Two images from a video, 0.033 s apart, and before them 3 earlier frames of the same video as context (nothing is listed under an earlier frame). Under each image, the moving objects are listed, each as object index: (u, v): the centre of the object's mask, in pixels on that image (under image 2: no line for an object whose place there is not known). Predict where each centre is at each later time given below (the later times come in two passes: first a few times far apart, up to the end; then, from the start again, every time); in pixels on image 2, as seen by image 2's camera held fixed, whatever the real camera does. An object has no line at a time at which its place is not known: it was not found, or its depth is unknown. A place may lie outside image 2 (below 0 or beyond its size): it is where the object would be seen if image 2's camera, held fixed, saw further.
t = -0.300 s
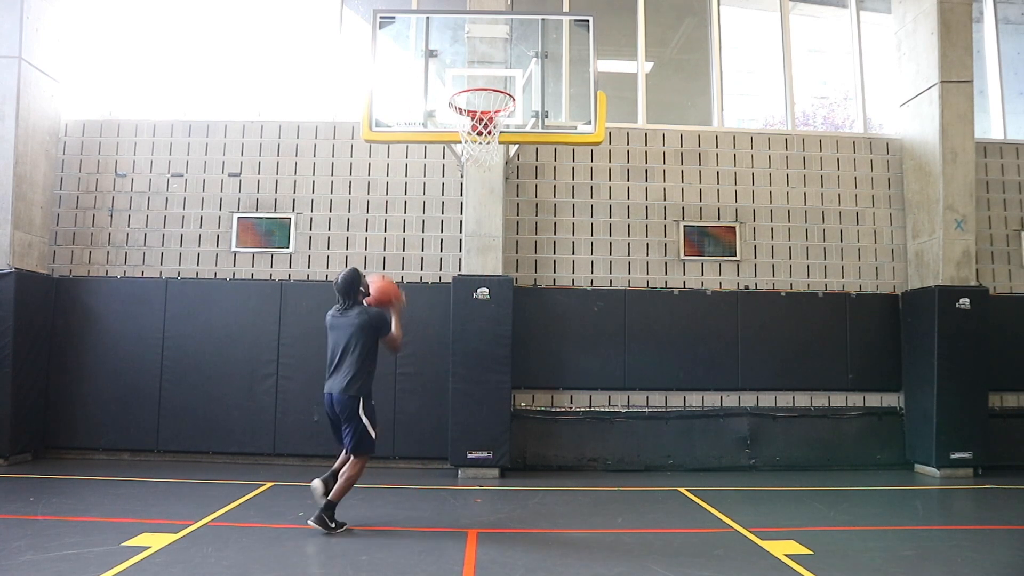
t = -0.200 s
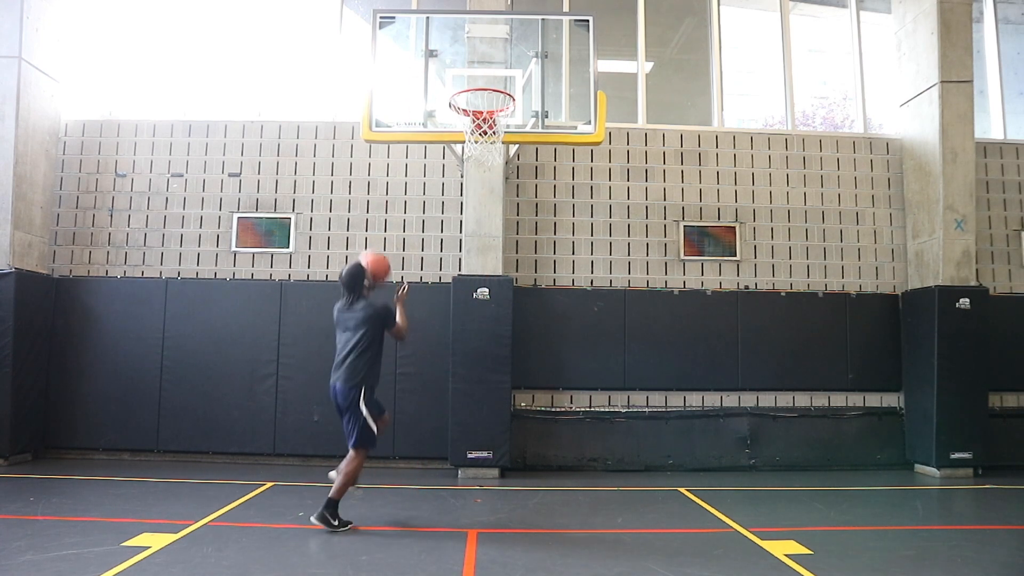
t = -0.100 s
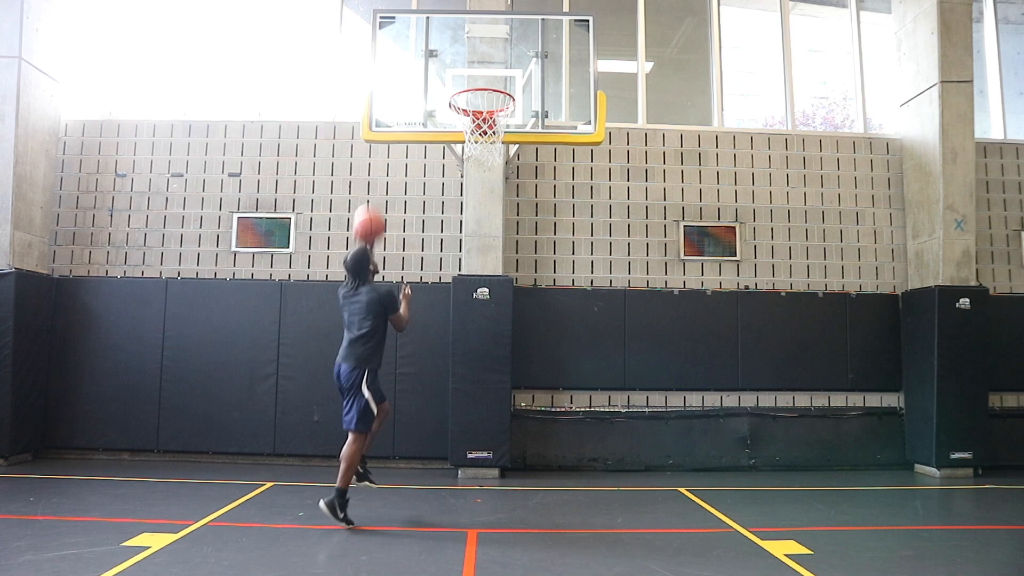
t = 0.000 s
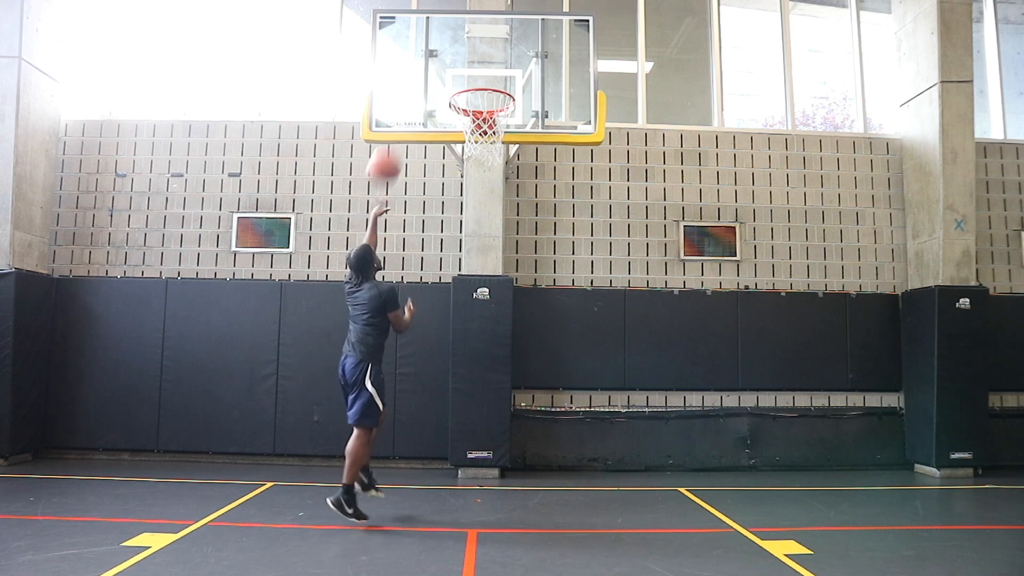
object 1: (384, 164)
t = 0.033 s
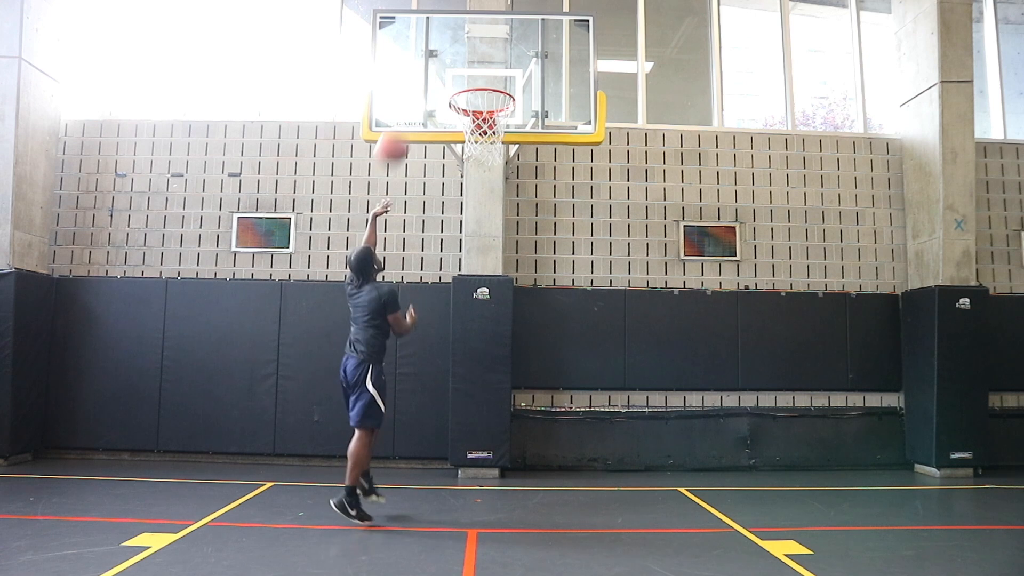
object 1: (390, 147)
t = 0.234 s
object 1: (435, 72)
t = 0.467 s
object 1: (456, 62)
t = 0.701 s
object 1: (484, 104)
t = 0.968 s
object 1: (497, 152)
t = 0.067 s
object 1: (398, 133)
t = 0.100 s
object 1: (408, 118)
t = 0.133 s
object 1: (416, 103)
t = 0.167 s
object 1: (423, 91)
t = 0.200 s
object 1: (430, 81)
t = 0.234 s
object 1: (435, 72)
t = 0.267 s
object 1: (438, 67)
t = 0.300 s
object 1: (441, 63)
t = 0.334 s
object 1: (444, 61)
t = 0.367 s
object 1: (448, 59)
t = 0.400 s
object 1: (450, 58)
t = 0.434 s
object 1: (453, 59)
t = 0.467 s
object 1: (456, 62)
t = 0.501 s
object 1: (459, 66)
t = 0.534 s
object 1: (463, 71)
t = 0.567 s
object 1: (466, 76)
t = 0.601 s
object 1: (469, 81)
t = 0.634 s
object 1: (473, 90)
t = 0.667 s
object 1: (480, 96)
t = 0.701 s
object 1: (484, 104)
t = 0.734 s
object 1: (488, 114)
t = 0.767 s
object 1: (492, 120)
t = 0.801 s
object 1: (496, 128)
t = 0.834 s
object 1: (499, 133)
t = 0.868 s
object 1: (499, 137)
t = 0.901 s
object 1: (498, 140)
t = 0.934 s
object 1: (498, 144)
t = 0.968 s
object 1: (497, 152)
